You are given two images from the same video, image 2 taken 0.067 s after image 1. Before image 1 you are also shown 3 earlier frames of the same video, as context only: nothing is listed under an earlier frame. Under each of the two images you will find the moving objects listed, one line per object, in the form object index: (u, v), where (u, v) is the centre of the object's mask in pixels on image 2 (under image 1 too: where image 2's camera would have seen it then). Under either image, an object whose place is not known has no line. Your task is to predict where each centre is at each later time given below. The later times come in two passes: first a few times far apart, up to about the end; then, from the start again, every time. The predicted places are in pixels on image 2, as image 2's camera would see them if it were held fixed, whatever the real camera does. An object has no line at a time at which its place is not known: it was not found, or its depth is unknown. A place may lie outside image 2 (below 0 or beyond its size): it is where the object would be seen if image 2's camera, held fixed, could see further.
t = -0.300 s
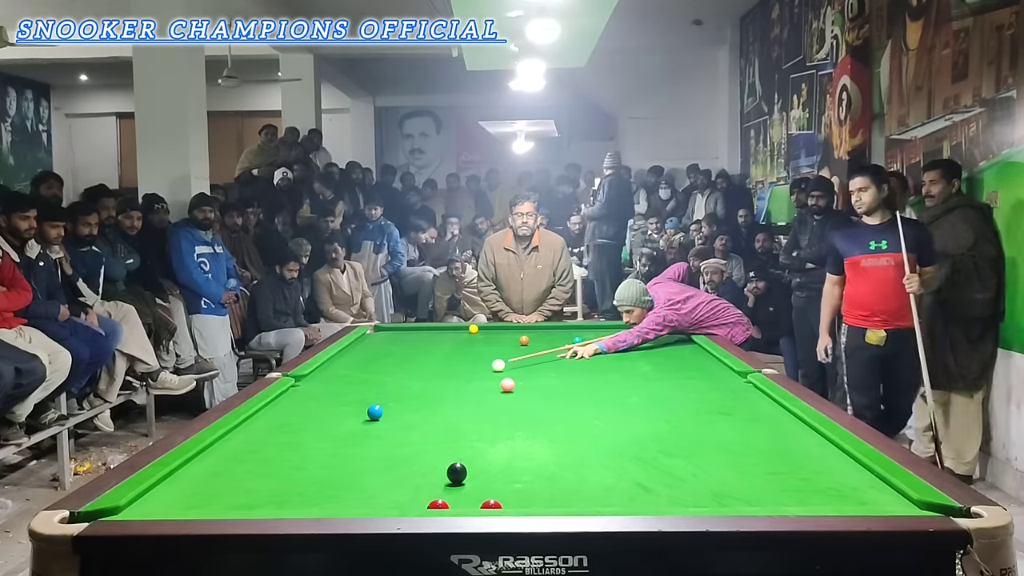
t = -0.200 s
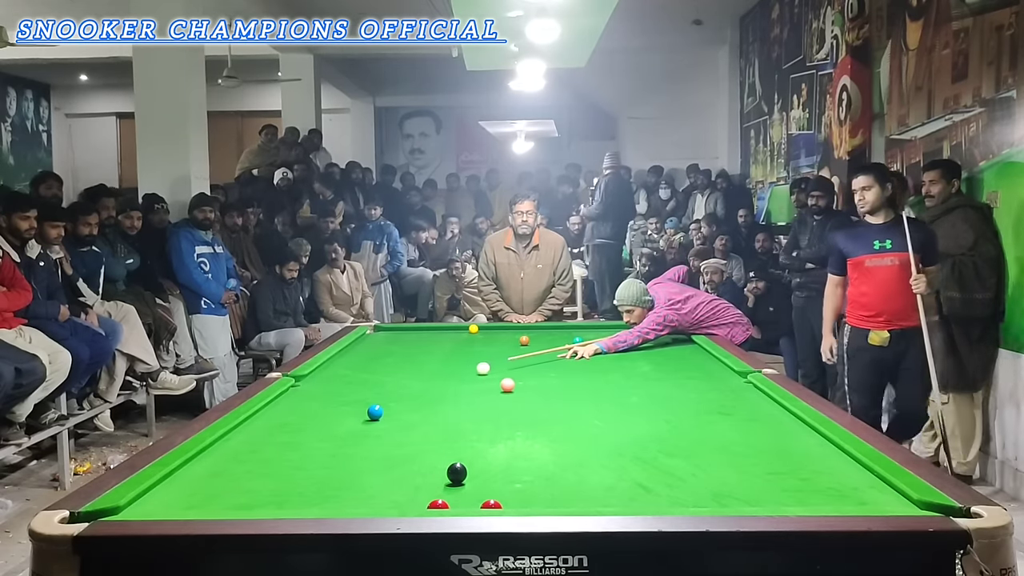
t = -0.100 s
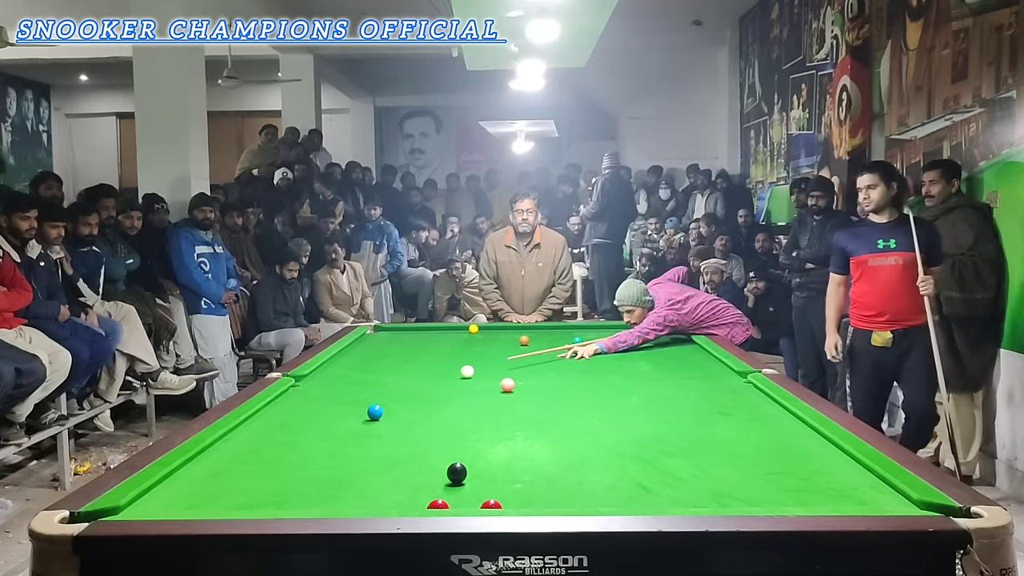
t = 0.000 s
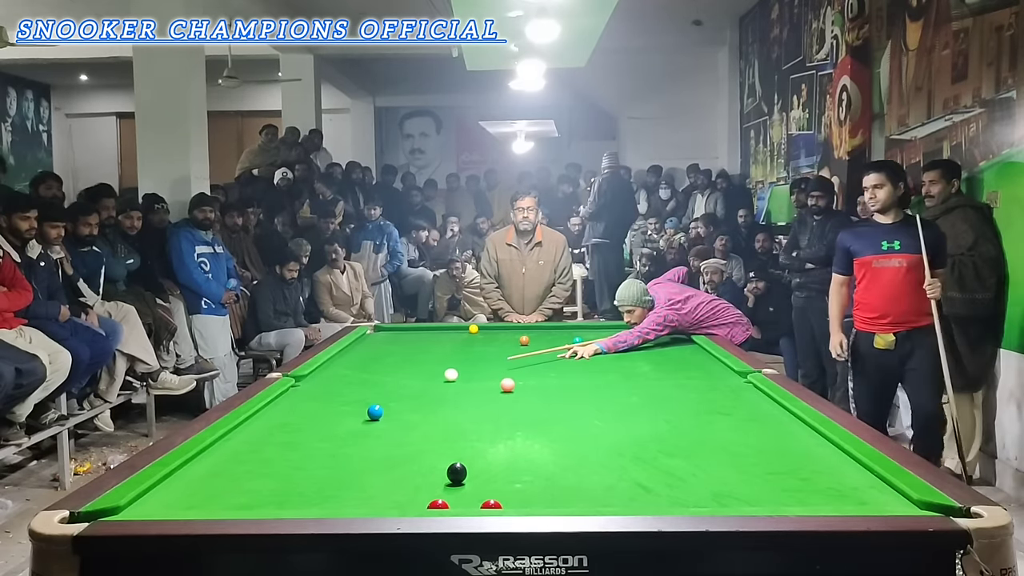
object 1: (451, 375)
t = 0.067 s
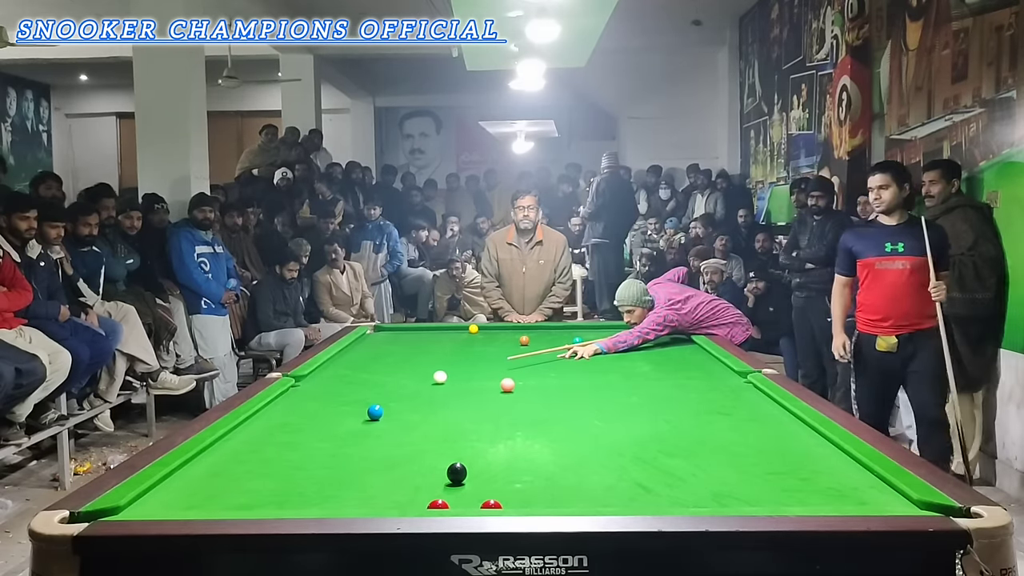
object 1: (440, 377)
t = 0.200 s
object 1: (417, 382)
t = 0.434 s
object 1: (375, 390)
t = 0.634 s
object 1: (338, 398)
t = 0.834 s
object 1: (298, 406)
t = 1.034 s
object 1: (261, 414)
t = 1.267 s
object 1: (276, 420)
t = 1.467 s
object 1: (290, 425)
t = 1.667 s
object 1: (303, 431)
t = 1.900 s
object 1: (319, 437)
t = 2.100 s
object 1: (333, 443)
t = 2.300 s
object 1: (347, 448)
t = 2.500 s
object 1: (361, 453)
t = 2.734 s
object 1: (377, 460)
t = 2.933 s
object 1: (390, 465)
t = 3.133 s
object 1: (403, 470)
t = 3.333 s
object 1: (415, 474)
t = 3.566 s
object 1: (428, 479)
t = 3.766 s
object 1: (438, 483)
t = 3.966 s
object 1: (449, 487)
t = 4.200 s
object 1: (459, 491)
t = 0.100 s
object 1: (434, 378)
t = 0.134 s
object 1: (428, 379)
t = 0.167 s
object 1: (423, 380)
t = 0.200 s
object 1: (417, 382)
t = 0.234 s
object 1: (411, 383)
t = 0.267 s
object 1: (405, 384)
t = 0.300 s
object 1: (399, 385)
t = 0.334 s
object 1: (393, 387)
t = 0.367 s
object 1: (388, 388)
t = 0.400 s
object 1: (381, 389)
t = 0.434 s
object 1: (375, 390)
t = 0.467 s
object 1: (369, 391)
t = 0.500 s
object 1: (363, 393)
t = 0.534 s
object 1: (357, 394)
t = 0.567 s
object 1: (350, 395)
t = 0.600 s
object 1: (344, 396)
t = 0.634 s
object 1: (338, 398)
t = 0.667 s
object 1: (331, 399)
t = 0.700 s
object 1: (325, 400)
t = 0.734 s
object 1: (318, 402)
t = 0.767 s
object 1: (312, 403)
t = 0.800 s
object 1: (305, 404)
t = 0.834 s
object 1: (298, 406)
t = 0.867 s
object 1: (291, 407)
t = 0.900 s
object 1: (285, 408)
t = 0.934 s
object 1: (278, 410)
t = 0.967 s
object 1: (270, 411)
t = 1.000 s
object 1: (263, 413)
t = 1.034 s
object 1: (261, 414)
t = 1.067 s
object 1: (263, 415)
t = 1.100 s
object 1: (265, 416)
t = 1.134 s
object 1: (267, 417)
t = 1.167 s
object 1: (270, 418)
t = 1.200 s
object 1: (272, 418)
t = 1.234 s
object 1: (274, 419)
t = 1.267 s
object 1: (276, 420)
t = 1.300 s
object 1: (279, 421)
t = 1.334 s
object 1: (281, 422)
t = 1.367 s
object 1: (283, 423)
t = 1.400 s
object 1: (285, 424)
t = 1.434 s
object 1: (287, 424)
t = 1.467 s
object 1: (290, 425)
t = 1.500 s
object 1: (292, 426)
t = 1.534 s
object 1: (294, 427)
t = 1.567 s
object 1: (296, 428)
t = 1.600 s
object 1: (299, 429)
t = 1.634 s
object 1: (301, 430)
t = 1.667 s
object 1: (303, 431)
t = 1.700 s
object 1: (305, 432)
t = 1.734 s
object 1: (308, 433)
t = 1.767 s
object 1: (310, 434)
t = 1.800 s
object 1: (312, 435)
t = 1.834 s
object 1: (315, 436)
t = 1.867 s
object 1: (317, 436)
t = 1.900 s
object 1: (319, 437)
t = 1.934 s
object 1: (322, 438)
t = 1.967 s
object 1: (324, 439)
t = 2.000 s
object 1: (326, 440)
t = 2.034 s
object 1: (329, 441)
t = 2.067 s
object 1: (331, 442)
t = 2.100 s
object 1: (333, 443)
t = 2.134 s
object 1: (336, 444)
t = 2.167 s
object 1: (338, 445)
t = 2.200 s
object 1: (340, 445)
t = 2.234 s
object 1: (343, 446)
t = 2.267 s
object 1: (345, 447)
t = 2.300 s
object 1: (347, 448)
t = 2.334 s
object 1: (350, 449)
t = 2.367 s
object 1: (352, 450)
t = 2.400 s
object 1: (354, 451)
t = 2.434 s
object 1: (357, 452)
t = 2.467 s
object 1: (359, 453)
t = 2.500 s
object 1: (361, 453)
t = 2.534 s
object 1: (364, 454)
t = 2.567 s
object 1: (366, 455)
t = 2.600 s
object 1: (368, 456)
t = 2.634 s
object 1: (370, 457)
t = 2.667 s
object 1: (373, 458)
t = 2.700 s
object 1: (375, 459)
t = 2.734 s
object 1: (377, 460)
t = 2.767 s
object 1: (379, 460)
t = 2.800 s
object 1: (381, 461)
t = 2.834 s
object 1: (384, 462)
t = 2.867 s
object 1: (386, 463)
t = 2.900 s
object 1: (388, 464)
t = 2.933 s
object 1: (390, 465)
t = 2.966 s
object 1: (392, 466)
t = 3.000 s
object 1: (395, 466)
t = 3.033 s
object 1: (397, 467)
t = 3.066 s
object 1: (399, 468)
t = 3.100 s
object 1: (401, 469)
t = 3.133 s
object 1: (403, 470)
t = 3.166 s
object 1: (405, 470)
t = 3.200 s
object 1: (407, 471)
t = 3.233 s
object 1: (409, 472)
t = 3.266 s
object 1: (411, 473)
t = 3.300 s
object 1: (413, 474)
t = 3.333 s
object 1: (415, 474)
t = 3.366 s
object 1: (417, 475)
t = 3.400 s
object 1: (419, 476)
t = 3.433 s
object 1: (421, 476)
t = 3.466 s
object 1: (423, 477)
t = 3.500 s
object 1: (424, 478)
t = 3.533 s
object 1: (426, 479)
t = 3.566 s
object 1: (428, 479)
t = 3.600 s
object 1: (430, 480)
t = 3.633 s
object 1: (431, 481)
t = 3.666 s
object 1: (433, 481)
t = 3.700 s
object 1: (435, 482)
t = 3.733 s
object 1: (437, 483)
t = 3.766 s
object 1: (438, 483)
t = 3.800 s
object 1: (440, 484)
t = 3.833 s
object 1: (442, 485)
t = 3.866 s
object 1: (444, 485)
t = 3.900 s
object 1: (445, 486)
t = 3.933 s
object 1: (447, 486)
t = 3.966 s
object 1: (449, 487)
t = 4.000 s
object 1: (450, 488)
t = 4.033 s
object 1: (451, 488)
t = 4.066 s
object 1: (453, 489)
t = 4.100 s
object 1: (454, 489)
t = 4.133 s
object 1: (456, 490)
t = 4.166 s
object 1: (457, 490)
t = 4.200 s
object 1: (459, 491)
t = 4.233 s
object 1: (460, 491)
